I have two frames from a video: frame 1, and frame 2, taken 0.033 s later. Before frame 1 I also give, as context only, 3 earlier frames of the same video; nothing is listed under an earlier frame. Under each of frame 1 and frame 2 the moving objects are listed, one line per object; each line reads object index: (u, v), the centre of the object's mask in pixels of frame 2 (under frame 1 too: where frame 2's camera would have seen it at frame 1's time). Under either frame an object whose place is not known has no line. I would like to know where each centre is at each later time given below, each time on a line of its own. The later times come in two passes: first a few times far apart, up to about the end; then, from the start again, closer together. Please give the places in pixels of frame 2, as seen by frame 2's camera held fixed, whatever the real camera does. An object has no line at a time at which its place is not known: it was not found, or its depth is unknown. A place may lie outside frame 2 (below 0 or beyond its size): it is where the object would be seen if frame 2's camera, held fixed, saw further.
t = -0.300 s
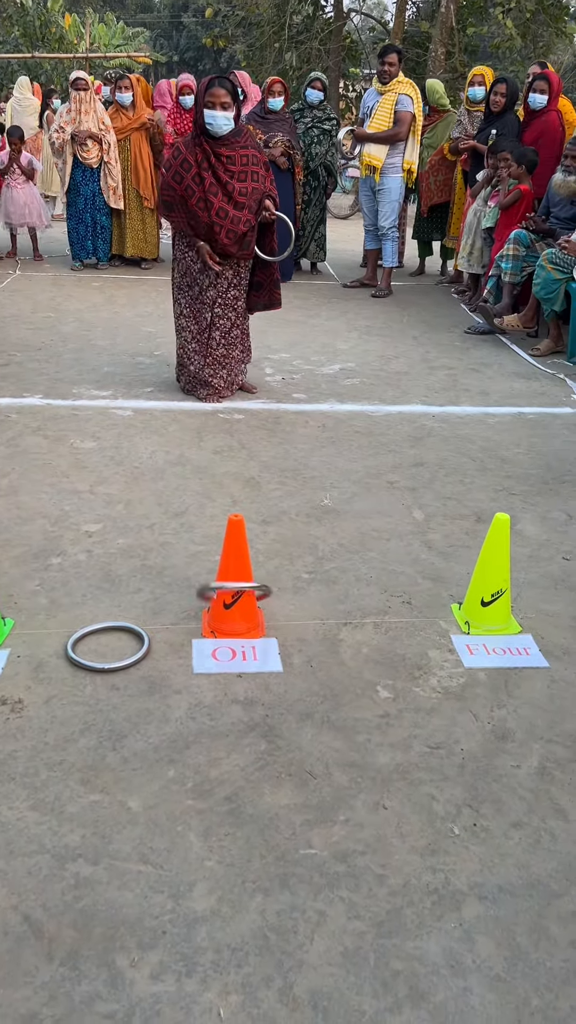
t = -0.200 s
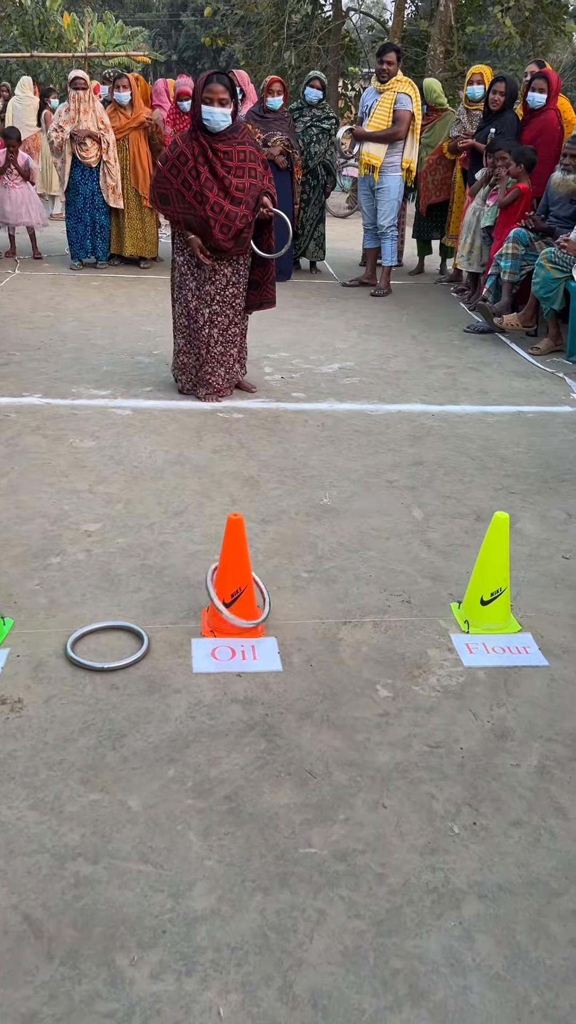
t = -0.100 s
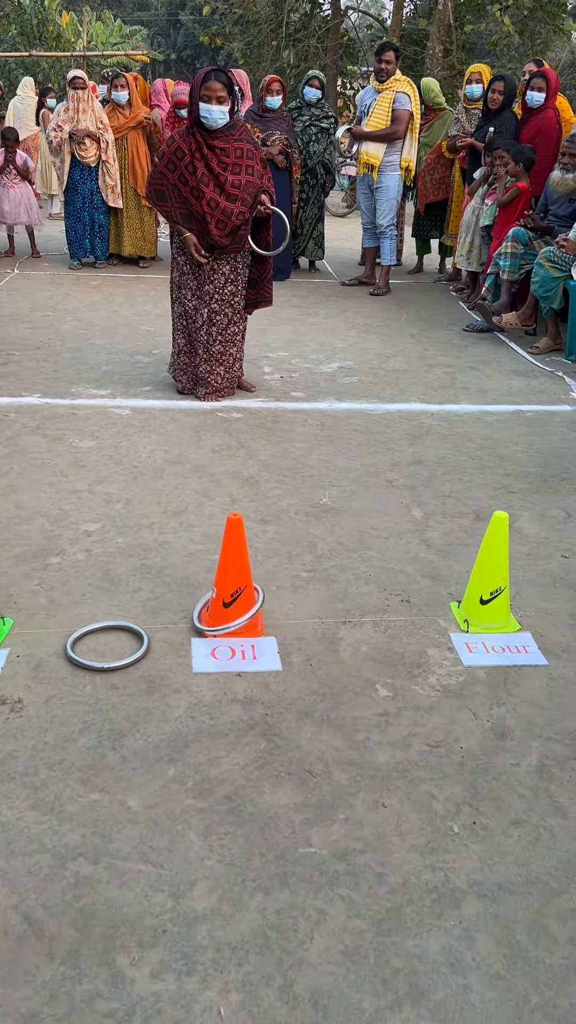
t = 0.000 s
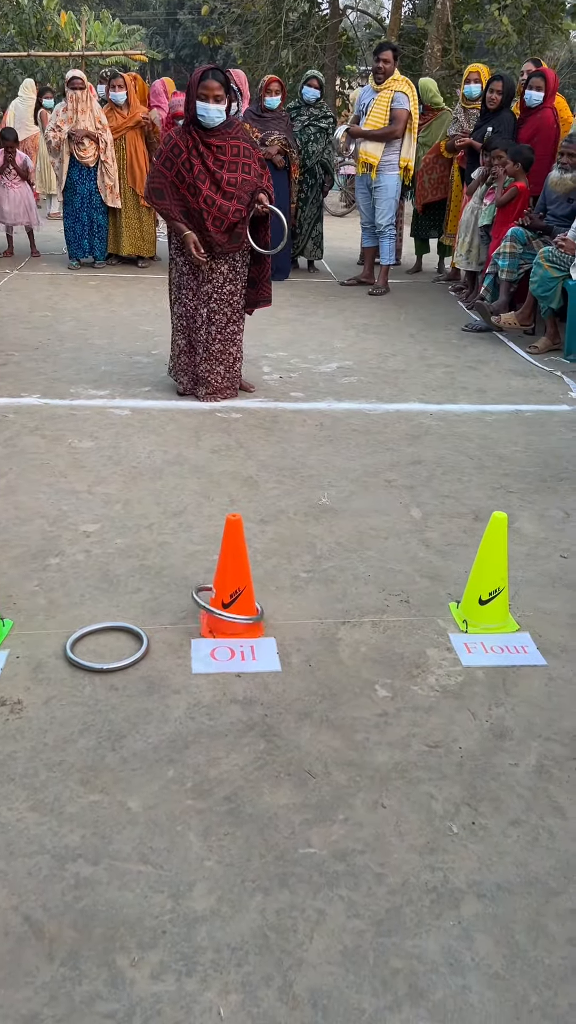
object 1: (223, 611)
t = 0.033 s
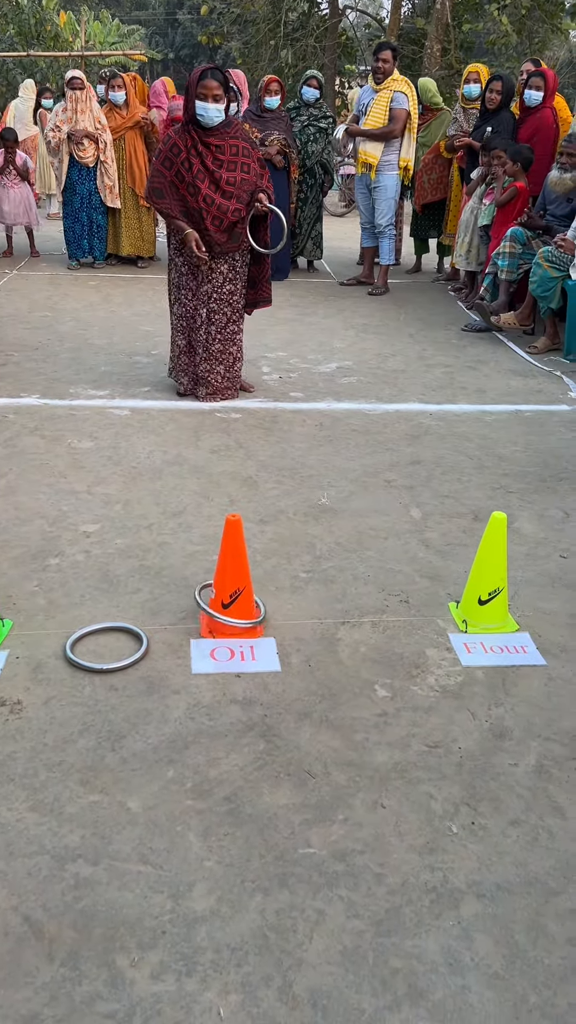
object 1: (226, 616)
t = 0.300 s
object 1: (222, 632)
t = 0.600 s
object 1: (220, 633)
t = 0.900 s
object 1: (220, 633)
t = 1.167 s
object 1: (220, 633)
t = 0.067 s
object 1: (228, 624)
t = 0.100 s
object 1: (238, 630)
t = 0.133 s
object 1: (240, 629)
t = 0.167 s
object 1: (239, 630)
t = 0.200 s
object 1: (236, 631)
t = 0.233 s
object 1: (230, 634)
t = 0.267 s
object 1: (227, 634)
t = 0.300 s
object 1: (222, 632)
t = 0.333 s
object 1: (226, 634)
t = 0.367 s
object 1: (224, 634)
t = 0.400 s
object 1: (224, 633)
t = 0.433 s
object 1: (227, 633)
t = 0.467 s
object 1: (226, 633)
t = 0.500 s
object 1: (226, 633)
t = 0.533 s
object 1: (223, 633)
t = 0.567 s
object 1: (222, 633)
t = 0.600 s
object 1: (220, 633)
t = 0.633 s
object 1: (220, 633)
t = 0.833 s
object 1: (222, 633)
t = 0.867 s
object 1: (220, 633)
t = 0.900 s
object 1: (220, 633)
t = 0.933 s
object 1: (222, 633)
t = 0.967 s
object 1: (222, 633)
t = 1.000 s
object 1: (222, 633)
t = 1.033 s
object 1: (218, 633)
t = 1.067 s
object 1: (220, 633)
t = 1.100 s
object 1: (223, 633)
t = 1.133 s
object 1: (221, 632)
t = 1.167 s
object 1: (220, 633)
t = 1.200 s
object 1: (222, 633)
